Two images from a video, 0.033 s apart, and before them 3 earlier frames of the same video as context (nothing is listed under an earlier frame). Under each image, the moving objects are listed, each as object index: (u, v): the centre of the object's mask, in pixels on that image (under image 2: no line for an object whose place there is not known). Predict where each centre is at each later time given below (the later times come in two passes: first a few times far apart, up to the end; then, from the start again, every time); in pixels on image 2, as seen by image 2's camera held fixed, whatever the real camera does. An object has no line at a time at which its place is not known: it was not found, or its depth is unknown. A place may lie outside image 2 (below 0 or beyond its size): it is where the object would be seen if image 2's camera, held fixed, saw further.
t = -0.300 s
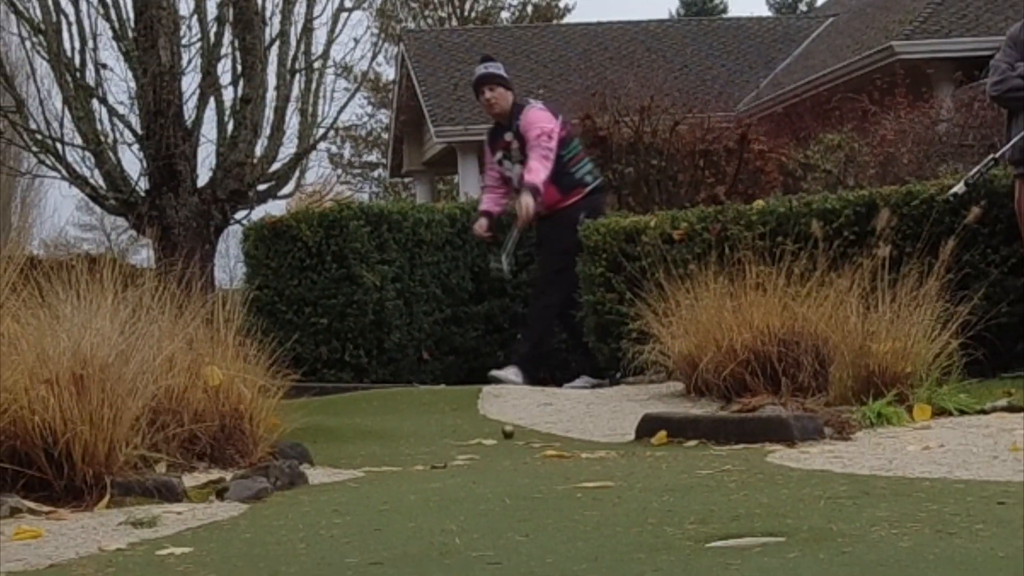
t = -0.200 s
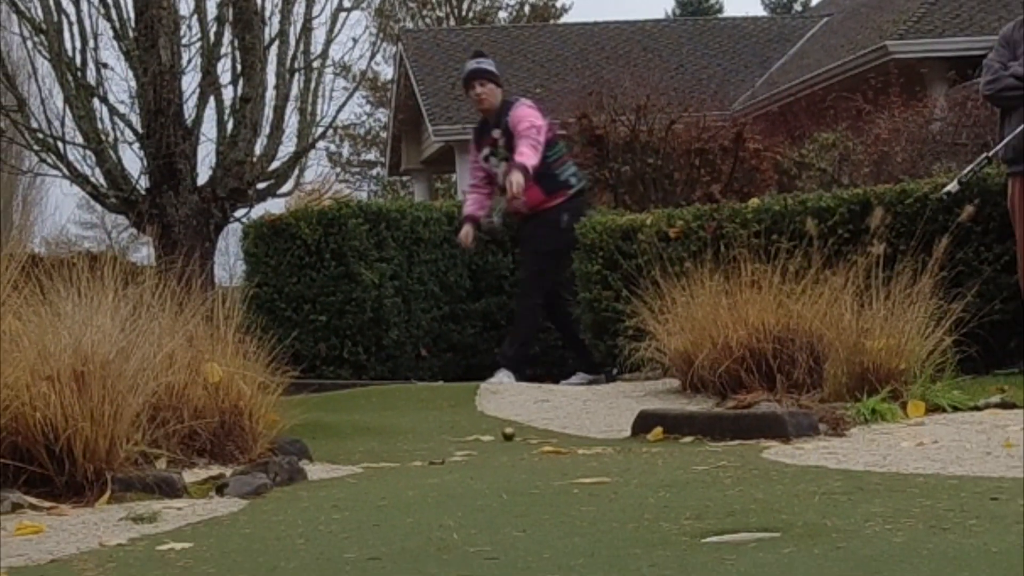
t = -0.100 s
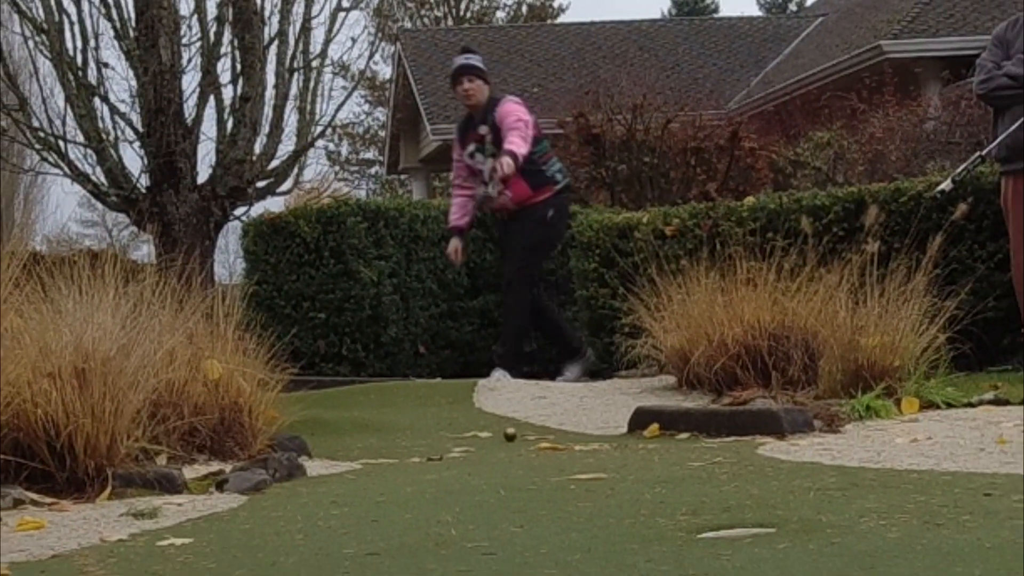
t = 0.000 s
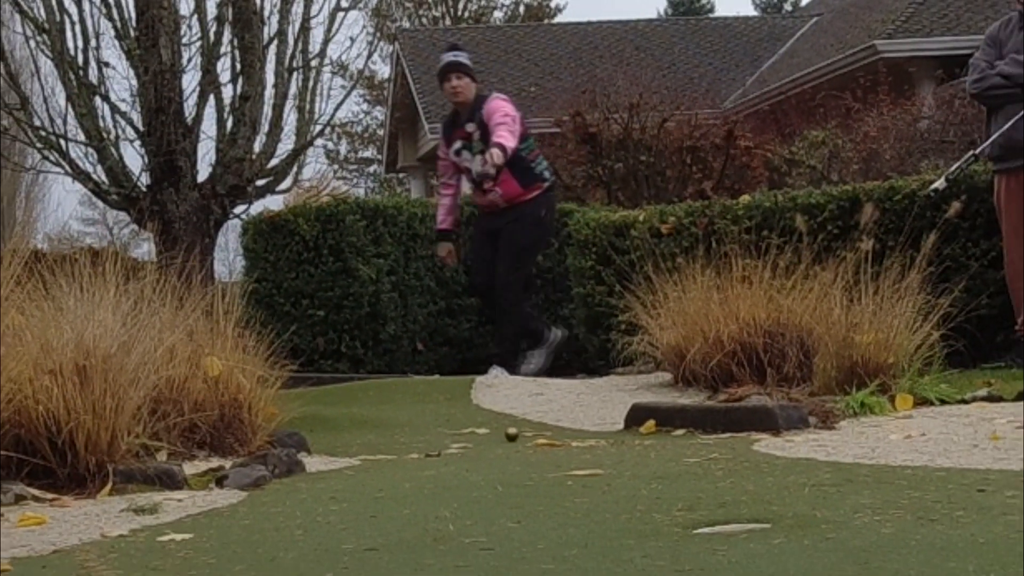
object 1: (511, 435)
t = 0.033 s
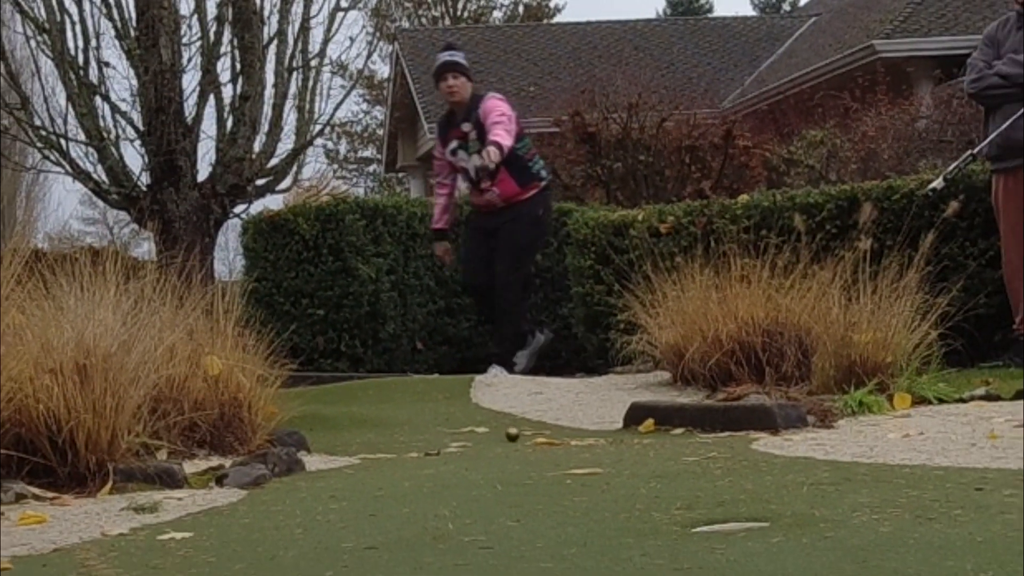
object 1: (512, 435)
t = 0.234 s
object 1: (522, 438)
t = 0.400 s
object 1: (532, 436)
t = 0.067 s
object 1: (514, 435)
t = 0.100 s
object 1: (515, 436)
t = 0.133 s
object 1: (517, 437)
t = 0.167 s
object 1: (518, 438)
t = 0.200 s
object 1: (520, 438)
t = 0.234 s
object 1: (522, 438)
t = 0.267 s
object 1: (524, 438)
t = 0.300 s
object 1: (526, 437)
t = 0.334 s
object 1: (528, 436)
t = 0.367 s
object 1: (530, 437)
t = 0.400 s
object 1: (532, 436)
